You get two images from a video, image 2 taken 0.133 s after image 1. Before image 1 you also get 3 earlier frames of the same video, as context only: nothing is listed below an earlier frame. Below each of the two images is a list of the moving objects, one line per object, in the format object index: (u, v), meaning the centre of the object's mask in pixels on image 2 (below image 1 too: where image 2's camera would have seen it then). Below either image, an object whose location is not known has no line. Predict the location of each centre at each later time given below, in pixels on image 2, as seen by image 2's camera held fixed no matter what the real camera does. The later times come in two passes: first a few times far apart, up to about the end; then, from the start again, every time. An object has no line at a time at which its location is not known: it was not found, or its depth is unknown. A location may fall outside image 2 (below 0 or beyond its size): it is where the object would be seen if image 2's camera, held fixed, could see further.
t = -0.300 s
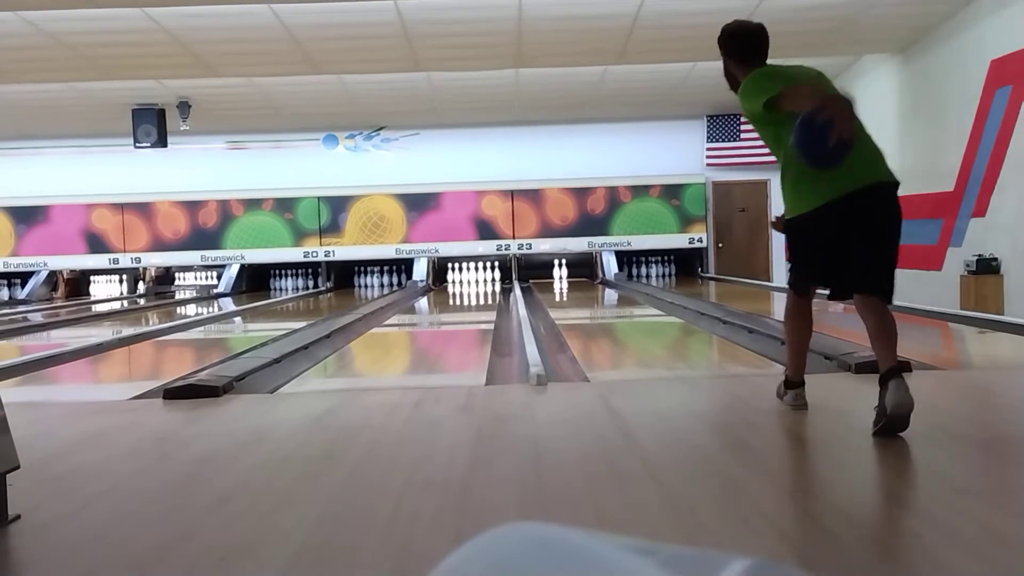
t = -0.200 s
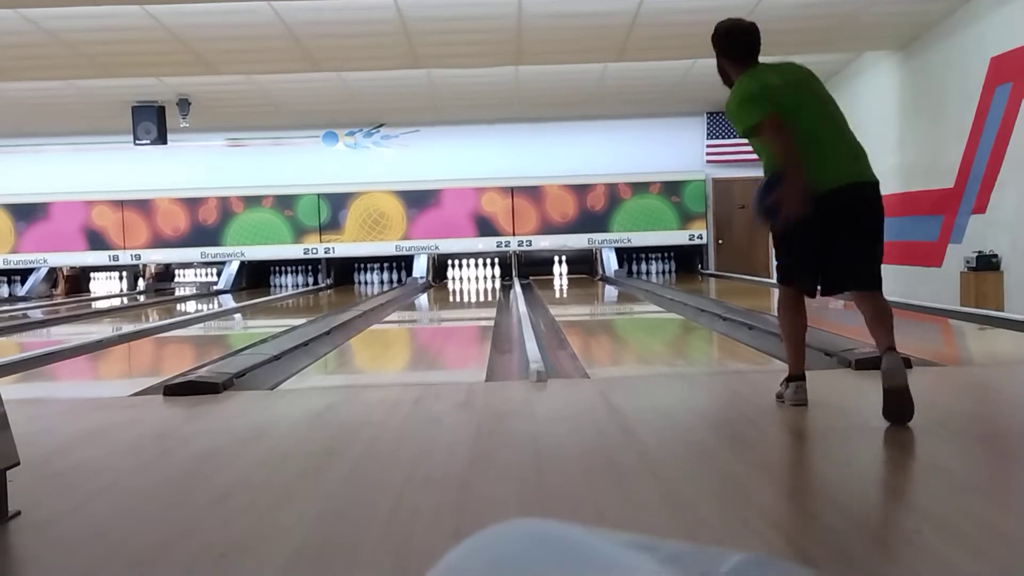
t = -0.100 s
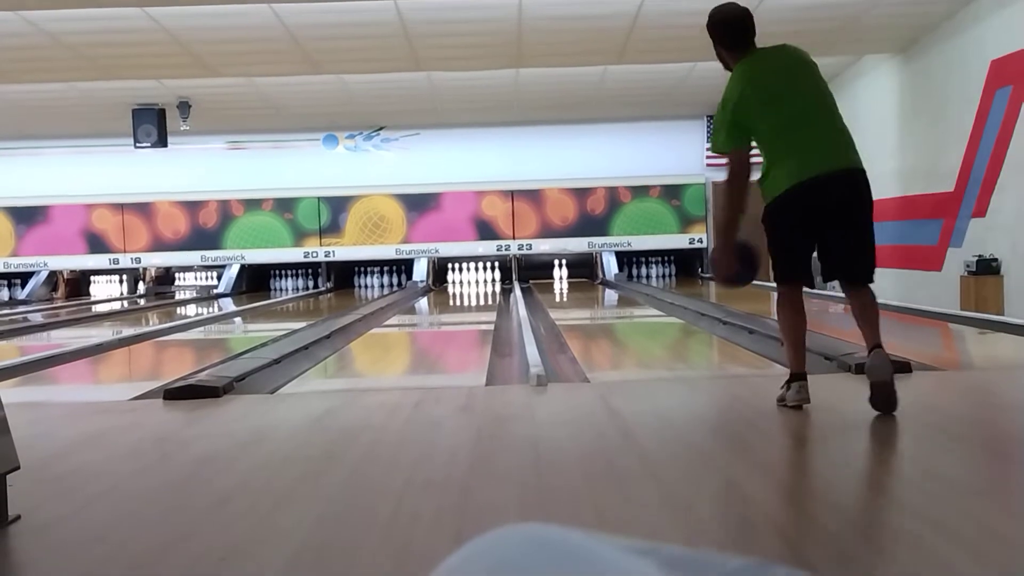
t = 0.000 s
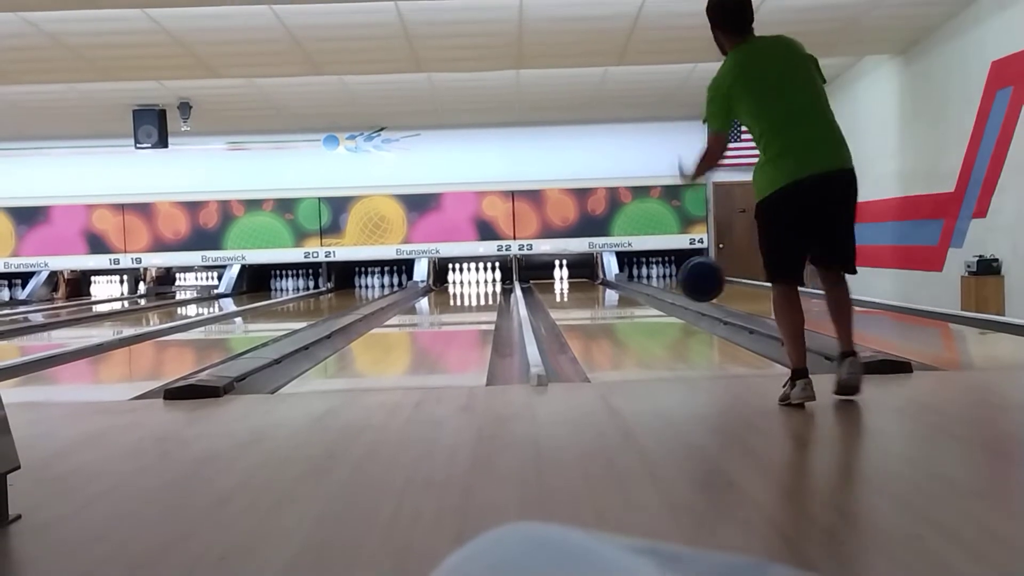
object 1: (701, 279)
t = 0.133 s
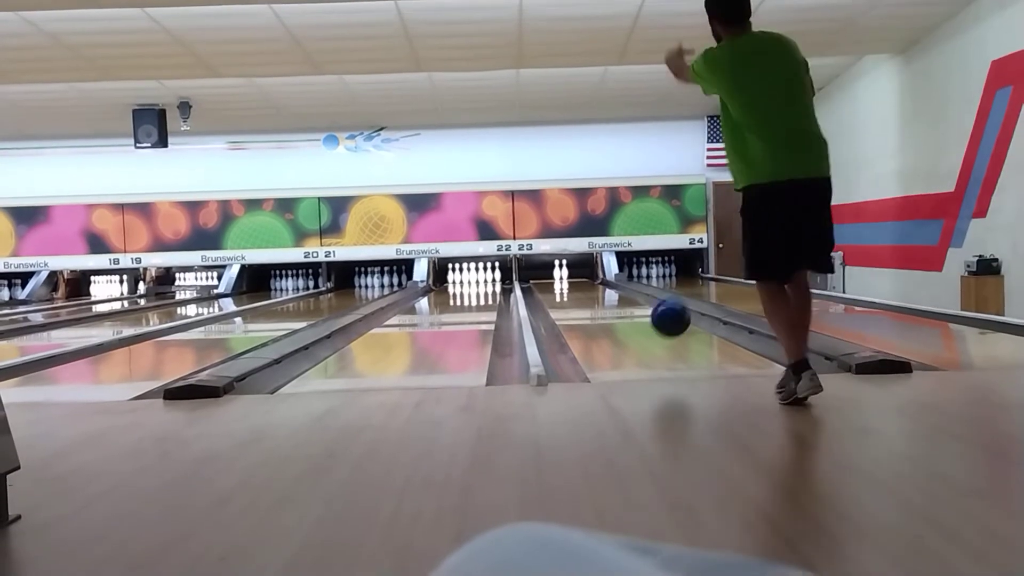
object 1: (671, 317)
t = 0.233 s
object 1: (652, 337)
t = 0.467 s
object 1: (620, 324)
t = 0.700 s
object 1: (597, 312)
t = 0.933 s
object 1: (580, 305)
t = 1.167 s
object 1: (568, 298)
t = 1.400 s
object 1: (559, 293)
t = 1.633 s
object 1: (552, 289)
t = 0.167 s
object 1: (664, 331)
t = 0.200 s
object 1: (658, 344)
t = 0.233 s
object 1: (652, 337)
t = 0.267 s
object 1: (646, 331)
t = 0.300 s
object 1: (641, 328)
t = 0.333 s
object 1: (637, 326)
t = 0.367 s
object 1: (632, 327)
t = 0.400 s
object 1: (628, 328)
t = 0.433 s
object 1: (624, 326)
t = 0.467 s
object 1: (620, 324)
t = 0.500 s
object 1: (616, 322)
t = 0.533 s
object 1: (612, 321)
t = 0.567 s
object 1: (609, 319)
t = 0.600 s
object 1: (606, 317)
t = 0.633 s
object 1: (603, 316)
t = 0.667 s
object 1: (600, 314)
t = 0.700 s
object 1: (597, 312)
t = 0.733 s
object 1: (594, 311)
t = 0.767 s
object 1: (592, 310)
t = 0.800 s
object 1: (589, 309)
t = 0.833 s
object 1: (587, 308)
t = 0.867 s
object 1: (585, 307)
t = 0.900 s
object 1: (582, 306)
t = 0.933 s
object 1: (580, 305)
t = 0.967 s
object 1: (578, 303)
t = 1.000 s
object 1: (576, 302)
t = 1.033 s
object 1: (575, 301)
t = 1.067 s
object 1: (573, 301)
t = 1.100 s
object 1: (571, 300)
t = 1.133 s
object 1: (570, 299)
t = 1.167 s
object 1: (568, 298)
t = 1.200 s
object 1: (567, 297)
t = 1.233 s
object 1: (565, 297)
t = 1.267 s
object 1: (564, 296)
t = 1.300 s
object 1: (563, 295)
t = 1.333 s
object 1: (562, 295)
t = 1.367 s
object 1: (560, 294)
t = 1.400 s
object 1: (559, 293)
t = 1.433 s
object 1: (558, 293)
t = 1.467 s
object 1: (557, 292)
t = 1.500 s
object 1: (556, 291)
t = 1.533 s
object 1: (555, 291)
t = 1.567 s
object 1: (554, 290)
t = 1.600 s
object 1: (554, 290)
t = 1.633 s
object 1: (552, 289)
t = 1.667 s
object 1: (551, 288)
